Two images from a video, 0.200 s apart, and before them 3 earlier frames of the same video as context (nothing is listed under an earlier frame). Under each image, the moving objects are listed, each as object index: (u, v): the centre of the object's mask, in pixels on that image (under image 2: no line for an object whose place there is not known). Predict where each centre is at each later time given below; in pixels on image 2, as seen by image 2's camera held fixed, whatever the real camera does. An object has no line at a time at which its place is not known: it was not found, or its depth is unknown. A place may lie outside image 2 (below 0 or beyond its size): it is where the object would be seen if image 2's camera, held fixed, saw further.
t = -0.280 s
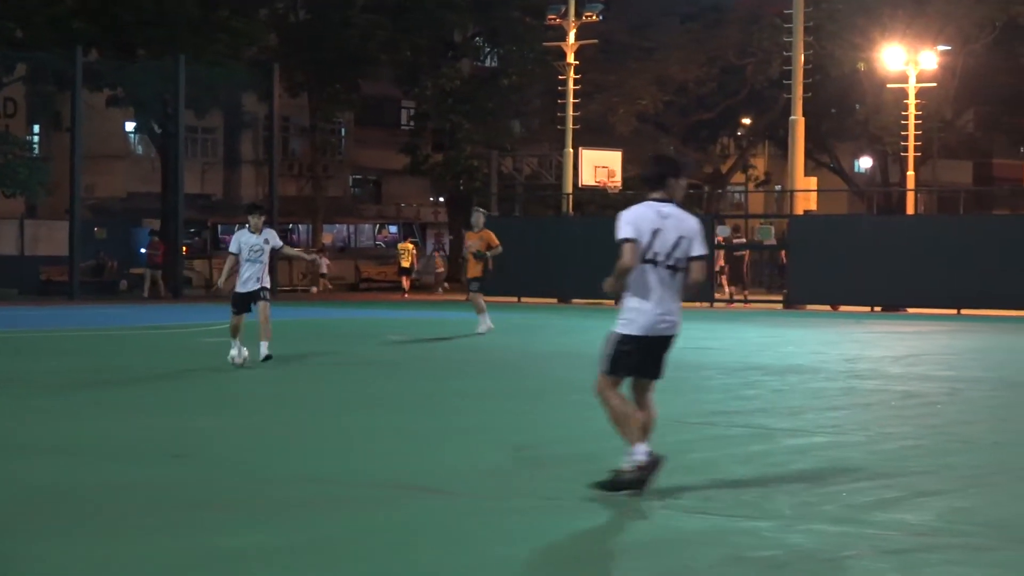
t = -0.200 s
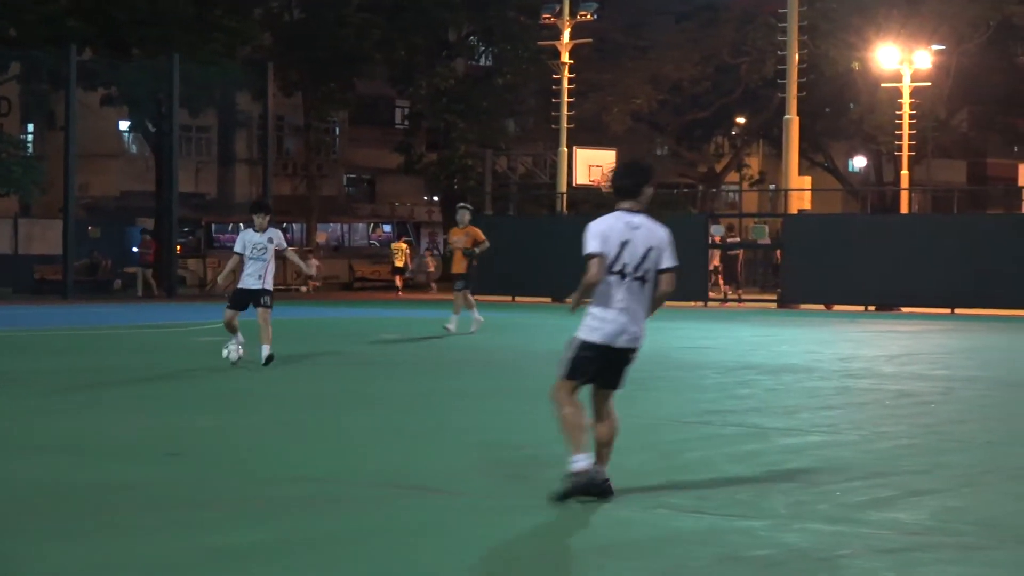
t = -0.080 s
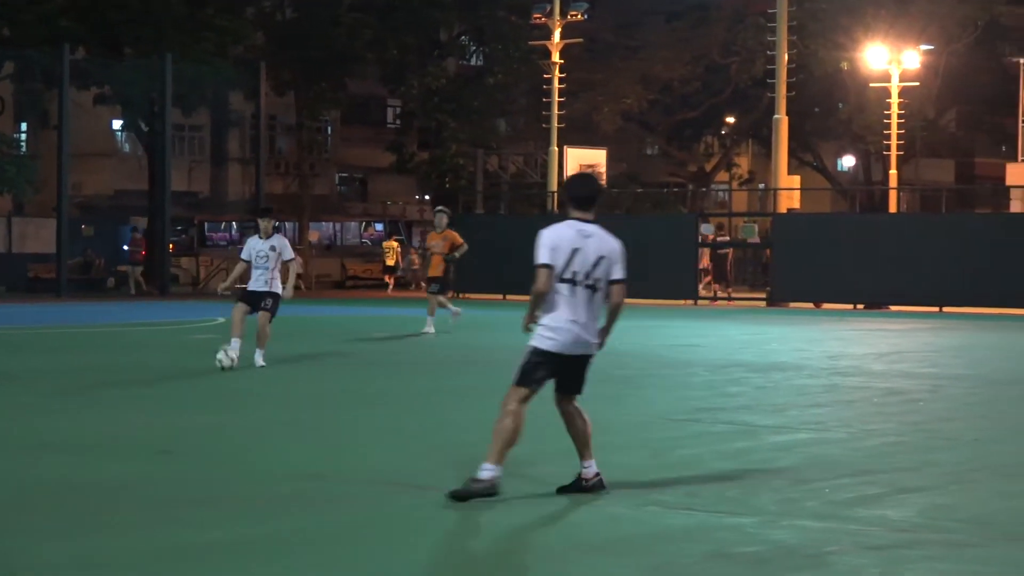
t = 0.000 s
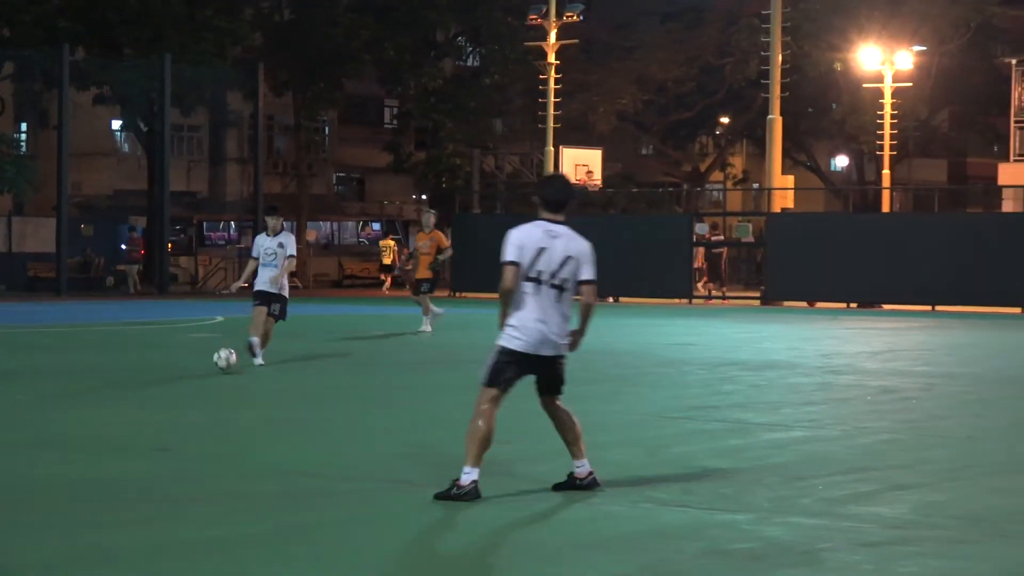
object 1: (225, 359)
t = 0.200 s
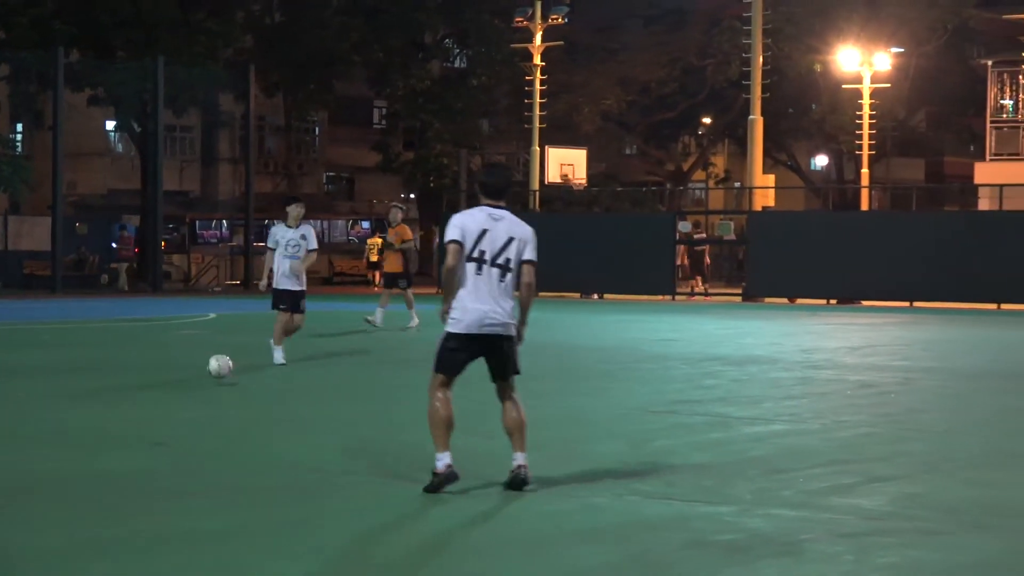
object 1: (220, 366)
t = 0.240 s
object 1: (218, 370)
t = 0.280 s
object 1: (219, 377)
